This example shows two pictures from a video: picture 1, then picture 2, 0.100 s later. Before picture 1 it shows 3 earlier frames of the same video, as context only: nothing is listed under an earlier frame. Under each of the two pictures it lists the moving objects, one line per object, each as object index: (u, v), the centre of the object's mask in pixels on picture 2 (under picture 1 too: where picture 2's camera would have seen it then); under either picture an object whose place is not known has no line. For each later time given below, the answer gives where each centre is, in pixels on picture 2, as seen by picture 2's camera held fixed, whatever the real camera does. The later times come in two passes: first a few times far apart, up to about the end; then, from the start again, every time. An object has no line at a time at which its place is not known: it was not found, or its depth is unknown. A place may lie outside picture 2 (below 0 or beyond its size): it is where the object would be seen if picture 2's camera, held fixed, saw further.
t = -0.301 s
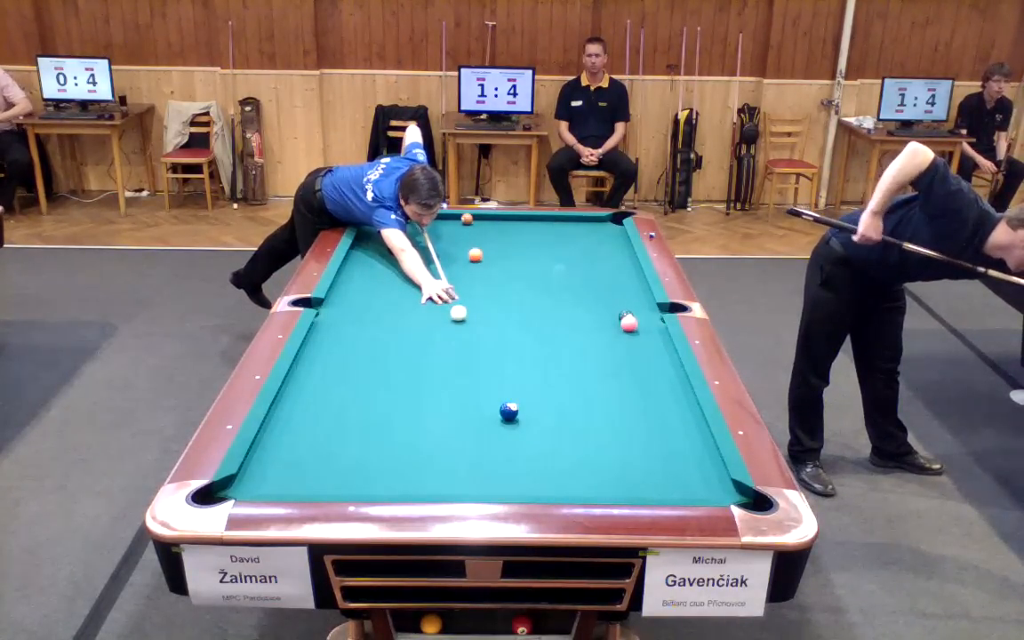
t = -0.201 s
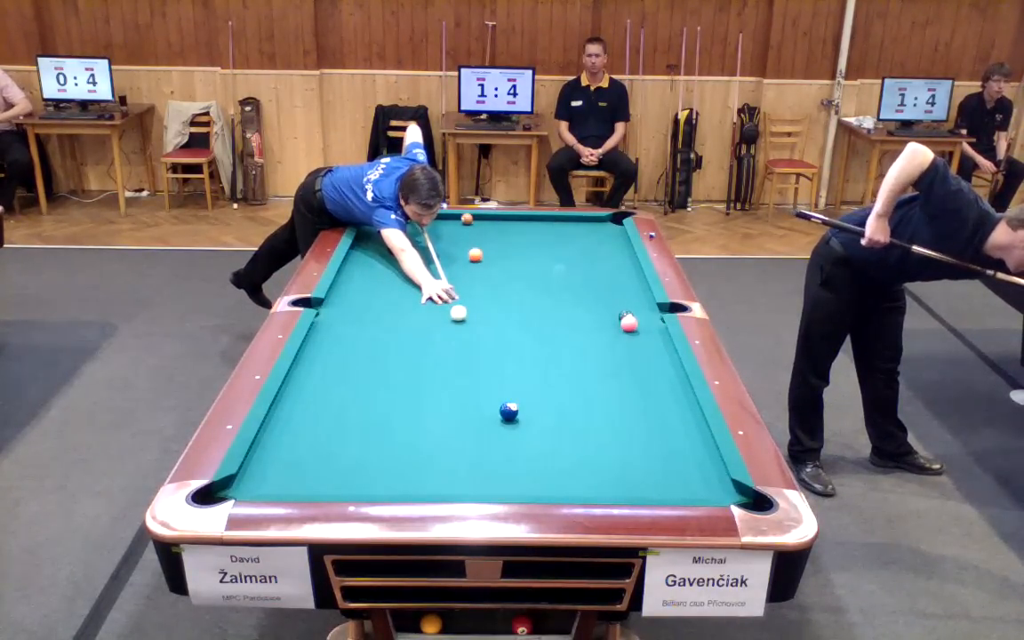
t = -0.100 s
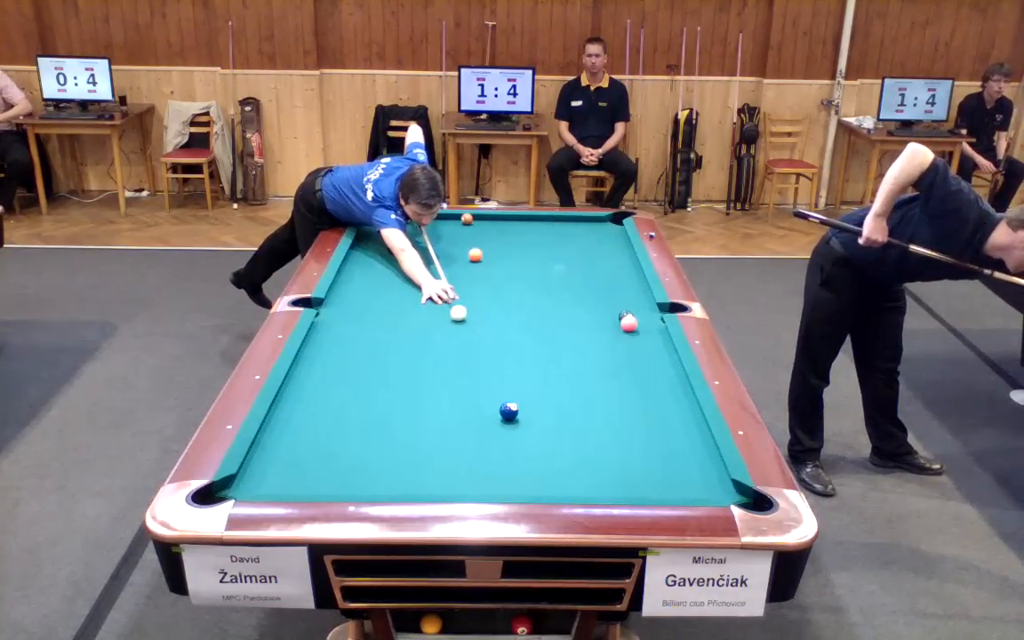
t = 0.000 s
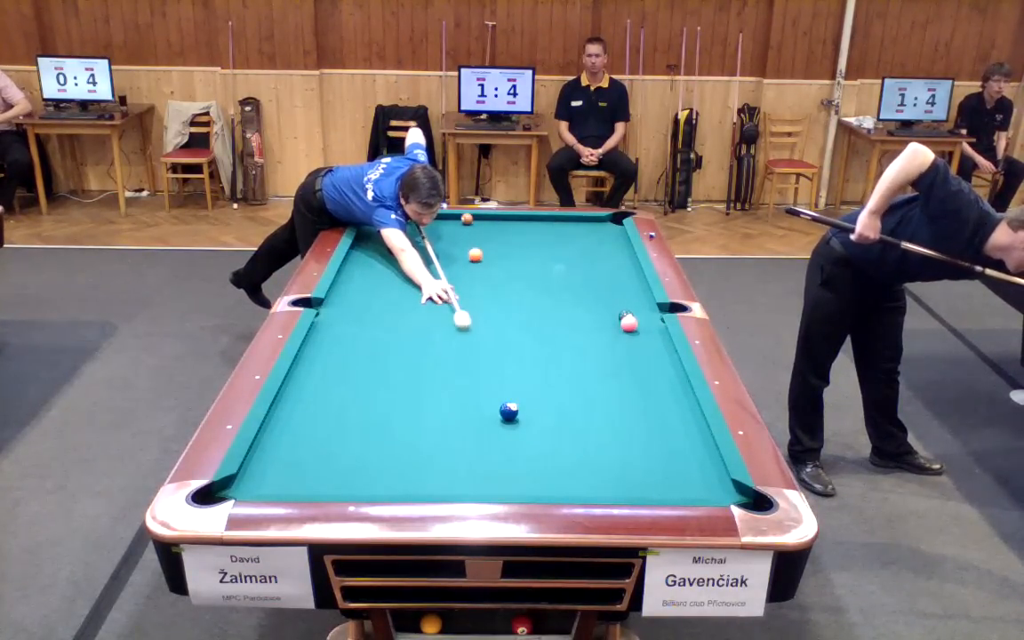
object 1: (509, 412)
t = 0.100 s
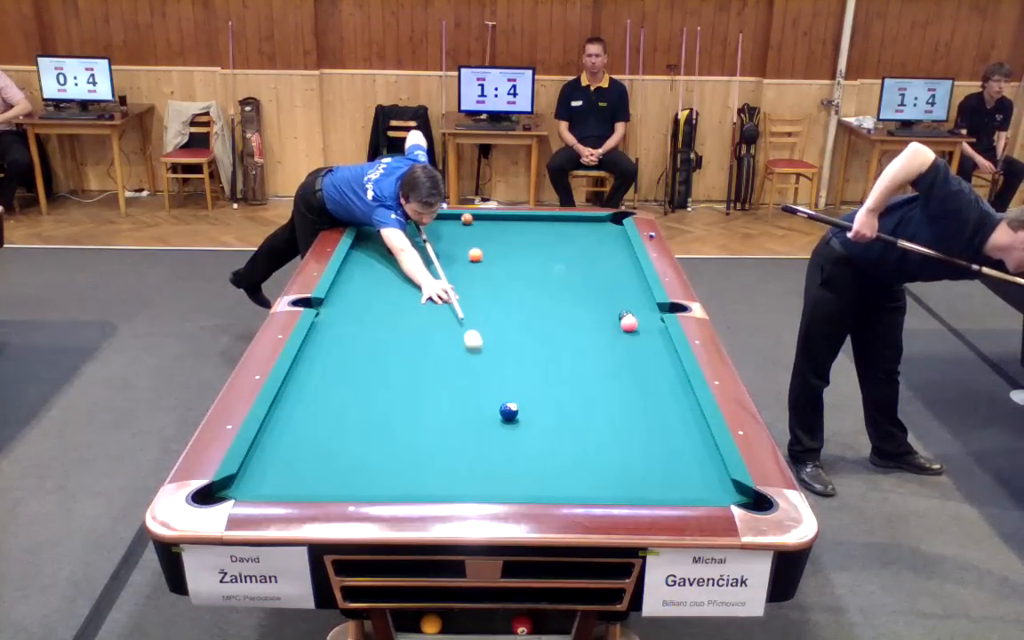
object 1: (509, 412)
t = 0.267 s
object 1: (509, 412)
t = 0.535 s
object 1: (526, 458)
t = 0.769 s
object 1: (542, 477)
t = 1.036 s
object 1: (552, 449)
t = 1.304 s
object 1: (573, 456)
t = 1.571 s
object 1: (592, 459)
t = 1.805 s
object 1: (607, 462)
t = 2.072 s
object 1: (624, 465)
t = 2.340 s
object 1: (638, 468)
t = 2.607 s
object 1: (651, 470)
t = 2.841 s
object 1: (662, 472)
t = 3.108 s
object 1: (671, 472)
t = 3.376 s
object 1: (680, 473)
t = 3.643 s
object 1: (687, 474)
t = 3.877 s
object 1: (691, 474)
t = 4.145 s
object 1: (694, 474)
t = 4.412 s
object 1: (696, 474)
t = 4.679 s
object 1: (696, 475)
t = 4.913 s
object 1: (696, 475)
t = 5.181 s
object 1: (696, 475)
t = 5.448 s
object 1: (696, 475)
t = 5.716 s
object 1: (696, 475)
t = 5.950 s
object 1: (696, 475)
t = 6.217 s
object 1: (696, 475)
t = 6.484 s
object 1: (696, 475)
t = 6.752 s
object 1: (696, 475)
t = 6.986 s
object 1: (696, 475)
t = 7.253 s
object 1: (696, 475)
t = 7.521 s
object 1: (696, 475)
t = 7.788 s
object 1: (696, 475)
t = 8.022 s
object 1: (696, 475)
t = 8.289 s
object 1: (696, 475)
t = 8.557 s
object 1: (696, 475)
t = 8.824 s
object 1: (696, 475)
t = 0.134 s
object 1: (509, 412)
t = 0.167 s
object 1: (509, 412)
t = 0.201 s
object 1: (509, 412)
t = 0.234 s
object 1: (509, 412)
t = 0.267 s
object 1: (509, 412)
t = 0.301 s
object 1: (509, 412)
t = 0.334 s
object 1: (508, 412)
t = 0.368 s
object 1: (508, 413)
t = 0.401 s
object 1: (512, 420)
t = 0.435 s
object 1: (516, 430)
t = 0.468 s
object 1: (519, 439)
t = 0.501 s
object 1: (522, 449)
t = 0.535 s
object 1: (526, 458)
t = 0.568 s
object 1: (529, 466)
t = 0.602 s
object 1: (532, 474)
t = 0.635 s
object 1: (536, 482)
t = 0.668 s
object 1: (538, 487)
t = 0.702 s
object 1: (541, 485)
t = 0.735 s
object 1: (542, 482)
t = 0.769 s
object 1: (542, 477)
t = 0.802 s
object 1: (544, 473)
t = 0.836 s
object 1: (545, 468)
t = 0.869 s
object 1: (545, 464)
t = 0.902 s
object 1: (546, 460)
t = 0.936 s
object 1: (547, 456)
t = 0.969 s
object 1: (548, 452)
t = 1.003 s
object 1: (550, 449)
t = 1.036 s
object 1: (552, 449)
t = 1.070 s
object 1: (555, 451)
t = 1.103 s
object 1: (558, 452)
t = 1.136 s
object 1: (560, 453)
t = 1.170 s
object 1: (563, 453)
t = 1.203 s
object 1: (565, 454)
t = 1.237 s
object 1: (568, 455)
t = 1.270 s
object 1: (570, 455)
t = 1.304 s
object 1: (573, 456)
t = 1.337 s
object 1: (575, 456)
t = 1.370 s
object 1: (578, 457)
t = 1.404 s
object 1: (580, 457)
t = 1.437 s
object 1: (583, 457)
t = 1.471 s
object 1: (585, 458)
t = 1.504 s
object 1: (588, 459)
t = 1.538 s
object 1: (590, 459)
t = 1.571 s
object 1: (592, 459)
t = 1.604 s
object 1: (594, 460)
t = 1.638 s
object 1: (597, 460)
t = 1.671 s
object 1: (599, 460)
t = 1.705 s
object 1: (601, 461)
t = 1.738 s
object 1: (603, 461)
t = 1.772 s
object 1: (605, 461)
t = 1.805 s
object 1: (607, 462)
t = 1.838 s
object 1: (609, 462)
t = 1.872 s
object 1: (612, 463)
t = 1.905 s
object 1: (614, 463)
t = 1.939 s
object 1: (616, 463)
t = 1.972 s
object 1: (618, 464)
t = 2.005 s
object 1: (620, 464)
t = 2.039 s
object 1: (622, 465)
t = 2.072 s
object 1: (624, 465)
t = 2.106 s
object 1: (626, 465)
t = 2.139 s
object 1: (627, 466)
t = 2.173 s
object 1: (629, 466)
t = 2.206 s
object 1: (631, 466)
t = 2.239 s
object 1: (633, 467)
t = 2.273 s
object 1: (635, 467)
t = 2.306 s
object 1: (637, 467)
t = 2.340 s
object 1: (638, 468)
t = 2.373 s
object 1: (640, 468)
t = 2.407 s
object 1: (642, 469)
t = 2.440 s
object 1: (643, 469)
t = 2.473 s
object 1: (645, 469)
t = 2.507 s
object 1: (646, 469)
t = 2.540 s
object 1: (648, 469)
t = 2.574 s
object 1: (650, 470)
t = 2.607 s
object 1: (651, 470)
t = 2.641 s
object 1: (653, 470)
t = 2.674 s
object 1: (654, 470)
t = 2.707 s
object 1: (656, 471)
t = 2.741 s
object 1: (657, 471)
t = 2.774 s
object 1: (659, 471)
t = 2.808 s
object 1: (660, 471)
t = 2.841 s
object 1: (662, 472)
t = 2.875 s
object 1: (663, 472)
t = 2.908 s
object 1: (664, 472)
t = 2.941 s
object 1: (666, 472)
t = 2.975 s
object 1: (667, 472)
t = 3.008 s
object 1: (668, 472)
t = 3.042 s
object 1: (669, 472)
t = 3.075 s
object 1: (670, 472)
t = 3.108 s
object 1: (671, 472)
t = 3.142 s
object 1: (672, 473)
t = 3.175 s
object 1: (674, 473)
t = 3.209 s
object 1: (675, 473)
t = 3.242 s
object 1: (676, 473)
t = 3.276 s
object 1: (677, 473)
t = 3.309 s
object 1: (678, 473)
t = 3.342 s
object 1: (679, 473)
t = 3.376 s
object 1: (680, 473)
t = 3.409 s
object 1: (681, 473)
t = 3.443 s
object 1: (682, 473)
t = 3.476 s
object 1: (683, 474)
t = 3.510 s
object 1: (683, 474)
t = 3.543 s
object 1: (684, 474)
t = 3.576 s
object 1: (685, 474)
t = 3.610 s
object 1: (686, 474)
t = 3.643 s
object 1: (687, 474)
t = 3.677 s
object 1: (687, 474)
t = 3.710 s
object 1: (688, 474)
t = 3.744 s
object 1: (688, 474)
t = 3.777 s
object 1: (689, 474)
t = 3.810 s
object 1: (690, 474)
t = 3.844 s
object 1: (690, 474)
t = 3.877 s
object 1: (691, 474)
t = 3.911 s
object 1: (691, 474)
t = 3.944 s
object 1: (692, 474)
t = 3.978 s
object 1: (692, 474)
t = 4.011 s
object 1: (693, 474)
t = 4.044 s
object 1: (693, 474)
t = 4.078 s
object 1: (694, 474)
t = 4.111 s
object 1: (694, 474)
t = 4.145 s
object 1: (694, 474)
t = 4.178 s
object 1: (695, 474)
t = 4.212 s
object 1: (695, 474)
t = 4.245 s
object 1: (695, 474)
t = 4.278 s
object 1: (695, 474)
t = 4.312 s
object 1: (696, 474)
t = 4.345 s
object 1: (696, 474)
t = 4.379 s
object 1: (696, 474)
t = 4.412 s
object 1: (696, 474)
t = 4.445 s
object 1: (696, 474)
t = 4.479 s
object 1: (696, 474)
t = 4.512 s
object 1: (697, 474)
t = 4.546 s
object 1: (696, 475)
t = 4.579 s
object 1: (697, 474)
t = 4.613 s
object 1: (696, 474)
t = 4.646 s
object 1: (696, 474)
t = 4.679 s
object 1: (696, 475)
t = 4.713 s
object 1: (696, 475)
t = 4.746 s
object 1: (696, 475)
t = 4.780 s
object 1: (696, 475)
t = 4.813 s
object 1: (696, 475)
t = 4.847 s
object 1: (696, 475)
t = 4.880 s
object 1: (696, 475)
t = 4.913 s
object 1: (696, 475)
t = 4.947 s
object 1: (696, 475)
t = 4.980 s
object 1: (696, 475)
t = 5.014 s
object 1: (696, 475)
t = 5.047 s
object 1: (696, 475)
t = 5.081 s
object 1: (696, 475)
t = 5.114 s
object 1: (696, 475)
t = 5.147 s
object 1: (696, 475)
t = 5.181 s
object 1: (696, 475)
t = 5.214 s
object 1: (696, 475)
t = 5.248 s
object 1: (696, 475)
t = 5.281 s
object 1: (696, 474)
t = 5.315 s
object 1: (696, 475)
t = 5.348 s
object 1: (696, 475)
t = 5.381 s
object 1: (696, 475)
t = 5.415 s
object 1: (696, 475)
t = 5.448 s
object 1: (696, 475)
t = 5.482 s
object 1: (696, 474)
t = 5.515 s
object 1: (696, 475)
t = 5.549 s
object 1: (696, 475)
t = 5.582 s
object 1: (696, 474)
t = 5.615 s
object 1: (696, 475)
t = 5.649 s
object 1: (696, 474)
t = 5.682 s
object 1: (696, 475)
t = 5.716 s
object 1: (696, 475)
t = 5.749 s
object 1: (696, 475)
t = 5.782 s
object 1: (696, 475)
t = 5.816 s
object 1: (696, 475)
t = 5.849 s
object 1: (696, 474)
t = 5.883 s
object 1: (696, 475)
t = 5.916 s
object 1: (696, 475)
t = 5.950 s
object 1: (696, 475)
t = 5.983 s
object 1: (696, 475)
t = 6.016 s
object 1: (696, 475)
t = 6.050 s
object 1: (696, 475)
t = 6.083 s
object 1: (696, 475)
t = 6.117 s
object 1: (696, 475)
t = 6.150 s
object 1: (696, 475)
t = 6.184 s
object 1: (696, 475)
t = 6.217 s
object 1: (696, 475)
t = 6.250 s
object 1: (696, 475)
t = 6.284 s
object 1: (696, 475)
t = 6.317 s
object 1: (696, 475)
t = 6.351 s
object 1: (696, 475)
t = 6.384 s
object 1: (696, 475)
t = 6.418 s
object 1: (696, 475)
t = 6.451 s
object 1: (696, 475)
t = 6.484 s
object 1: (696, 475)
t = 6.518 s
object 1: (696, 475)
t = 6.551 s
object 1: (696, 475)
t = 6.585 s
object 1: (696, 475)
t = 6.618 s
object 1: (696, 475)
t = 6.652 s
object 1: (696, 475)
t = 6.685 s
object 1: (696, 475)
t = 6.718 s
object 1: (696, 475)
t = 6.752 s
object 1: (696, 475)
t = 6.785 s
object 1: (696, 475)
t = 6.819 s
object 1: (696, 475)
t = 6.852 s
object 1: (696, 475)
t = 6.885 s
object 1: (696, 475)
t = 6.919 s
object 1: (696, 475)
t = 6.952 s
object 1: (696, 475)
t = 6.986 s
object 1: (696, 475)
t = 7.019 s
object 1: (696, 475)
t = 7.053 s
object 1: (696, 475)
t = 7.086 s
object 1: (696, 475)
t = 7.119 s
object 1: (696, 475)
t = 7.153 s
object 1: (696, 475)
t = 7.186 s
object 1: (696, 475)
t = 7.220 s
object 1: (696, 475)
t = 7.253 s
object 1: (696, 475)
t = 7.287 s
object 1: (696, 475)
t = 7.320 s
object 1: (696, 475)
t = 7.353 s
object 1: (696, 475)
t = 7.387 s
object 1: (696, 475)
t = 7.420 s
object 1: (696, 475)
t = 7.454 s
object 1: (696, 475)
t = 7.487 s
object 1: (696, 475)
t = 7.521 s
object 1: (696, 475)
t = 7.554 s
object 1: (696, 475)
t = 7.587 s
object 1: (696, 475)
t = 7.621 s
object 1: (696, 475)
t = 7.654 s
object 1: (696, 475)
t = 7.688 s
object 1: (696, 475)
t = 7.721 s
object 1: (696, 475)
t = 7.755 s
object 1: (696, 475)
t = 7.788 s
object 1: (696, 475)
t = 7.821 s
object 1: (696, 475)
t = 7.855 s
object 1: (696, 475)
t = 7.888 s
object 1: (696, 475)
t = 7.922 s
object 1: (696, 475)
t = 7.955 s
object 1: (696, 475)
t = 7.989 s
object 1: (696, 475)
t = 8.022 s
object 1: (696, 475)
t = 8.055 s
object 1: (696, 475)
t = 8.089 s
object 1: (696, 475)
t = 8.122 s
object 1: (696, 475)
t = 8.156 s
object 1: (696, 475)
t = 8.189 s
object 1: (696, 475)
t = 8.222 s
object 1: (696, 475)
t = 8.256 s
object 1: (696, 475)
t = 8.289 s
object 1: (696, 475)
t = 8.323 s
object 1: (696, 475)
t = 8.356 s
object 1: (696, 475)
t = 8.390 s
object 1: (696, 475)
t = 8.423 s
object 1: (696, 475)
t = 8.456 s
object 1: (696, 475)
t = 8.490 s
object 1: (696, 475)
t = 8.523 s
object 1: (696, 475)
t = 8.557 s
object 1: (696, 475)
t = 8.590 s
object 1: (696, 475)
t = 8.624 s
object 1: (696, 475)
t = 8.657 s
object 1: (696, 475)
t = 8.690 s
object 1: (696, 475)
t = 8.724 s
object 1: (696, 475)
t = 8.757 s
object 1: (696, 475)
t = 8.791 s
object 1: (696, 475)
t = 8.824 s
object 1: (696, 475)
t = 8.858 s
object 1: (696, 475)
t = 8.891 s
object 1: (696, 475)
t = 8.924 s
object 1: (696, 475)
